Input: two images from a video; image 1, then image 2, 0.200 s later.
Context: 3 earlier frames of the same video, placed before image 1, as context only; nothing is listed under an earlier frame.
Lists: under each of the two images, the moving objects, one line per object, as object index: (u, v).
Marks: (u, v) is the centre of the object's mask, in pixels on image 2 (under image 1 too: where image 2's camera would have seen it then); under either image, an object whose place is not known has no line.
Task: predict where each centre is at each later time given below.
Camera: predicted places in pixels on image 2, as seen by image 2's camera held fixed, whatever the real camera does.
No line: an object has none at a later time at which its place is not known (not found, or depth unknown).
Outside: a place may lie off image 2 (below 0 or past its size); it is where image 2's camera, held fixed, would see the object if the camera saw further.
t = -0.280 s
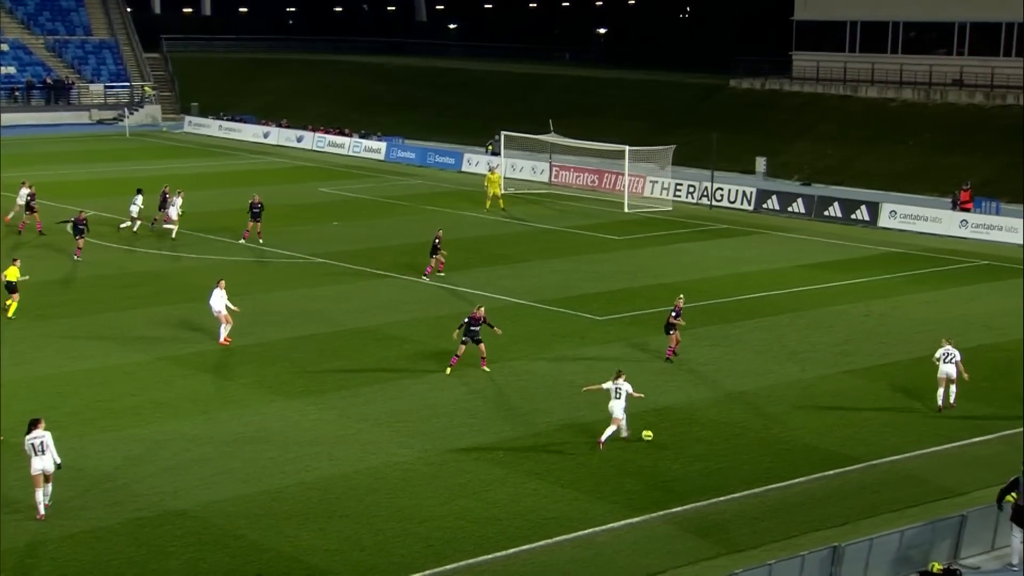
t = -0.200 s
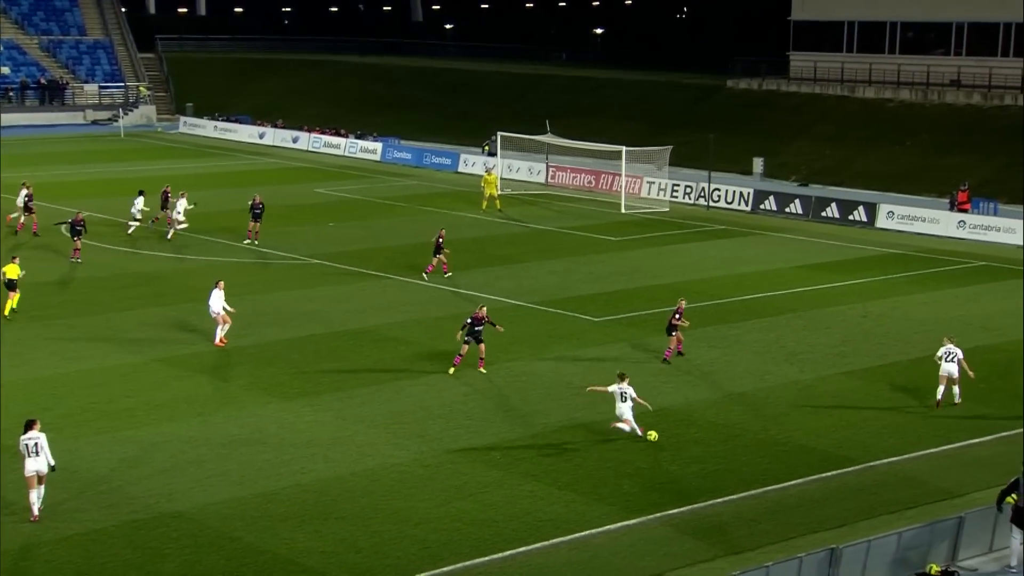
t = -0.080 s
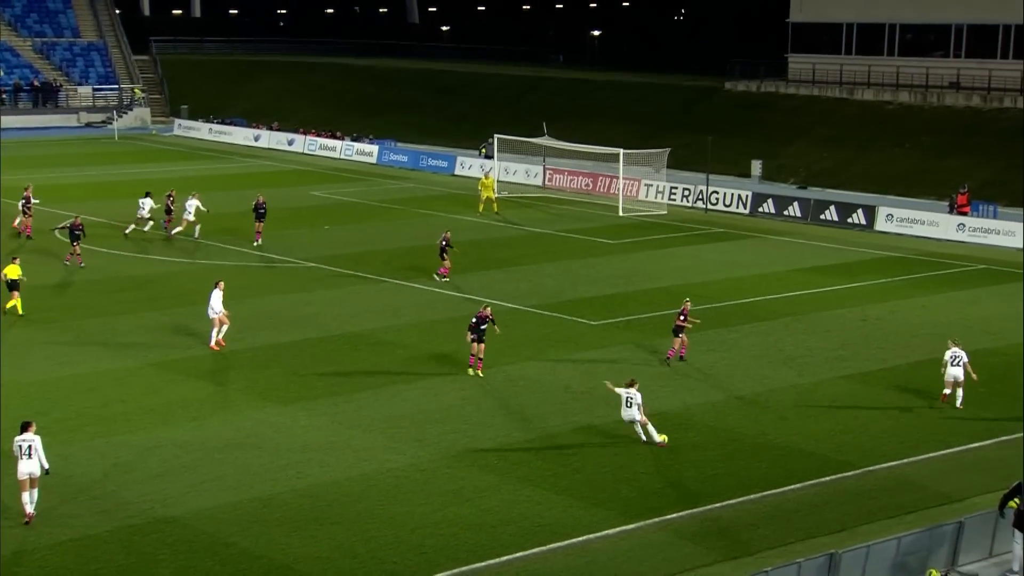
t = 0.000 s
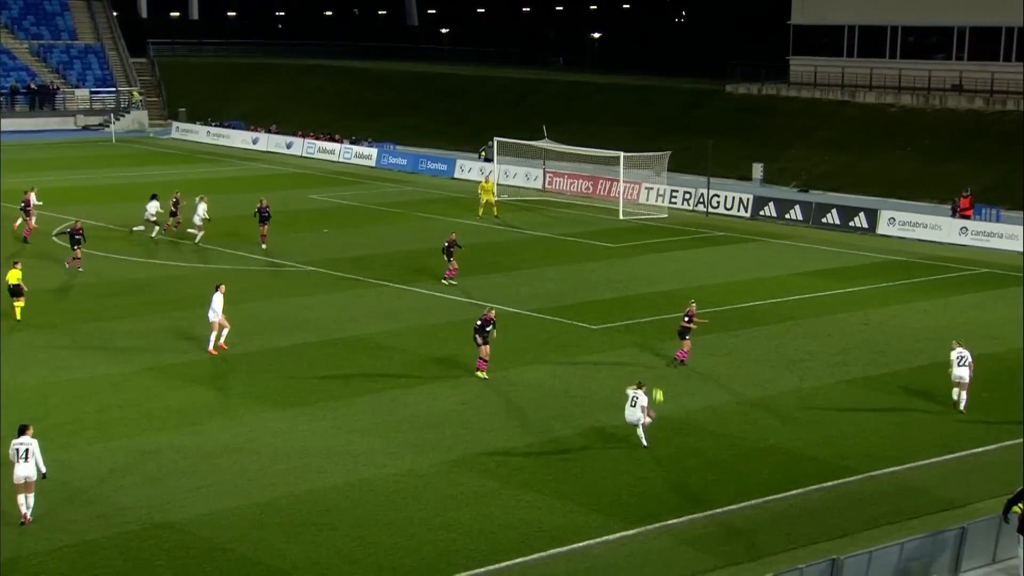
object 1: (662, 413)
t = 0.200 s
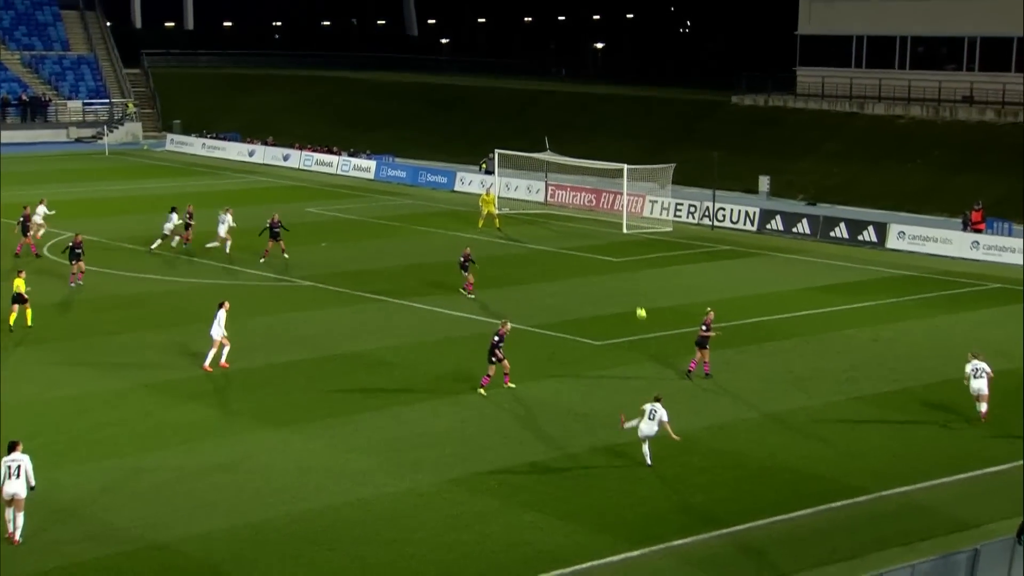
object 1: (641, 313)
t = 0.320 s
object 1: (626, 272)
